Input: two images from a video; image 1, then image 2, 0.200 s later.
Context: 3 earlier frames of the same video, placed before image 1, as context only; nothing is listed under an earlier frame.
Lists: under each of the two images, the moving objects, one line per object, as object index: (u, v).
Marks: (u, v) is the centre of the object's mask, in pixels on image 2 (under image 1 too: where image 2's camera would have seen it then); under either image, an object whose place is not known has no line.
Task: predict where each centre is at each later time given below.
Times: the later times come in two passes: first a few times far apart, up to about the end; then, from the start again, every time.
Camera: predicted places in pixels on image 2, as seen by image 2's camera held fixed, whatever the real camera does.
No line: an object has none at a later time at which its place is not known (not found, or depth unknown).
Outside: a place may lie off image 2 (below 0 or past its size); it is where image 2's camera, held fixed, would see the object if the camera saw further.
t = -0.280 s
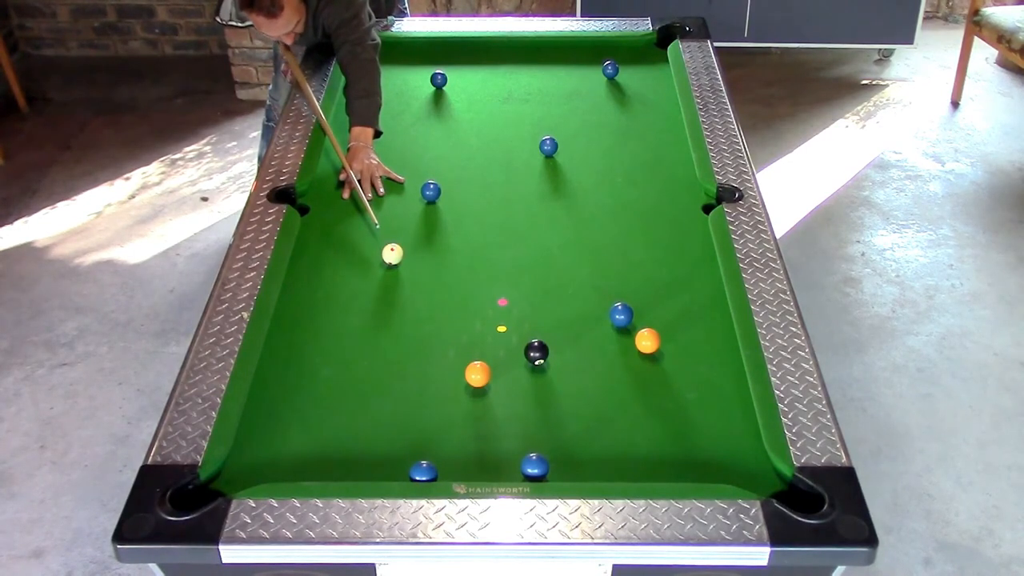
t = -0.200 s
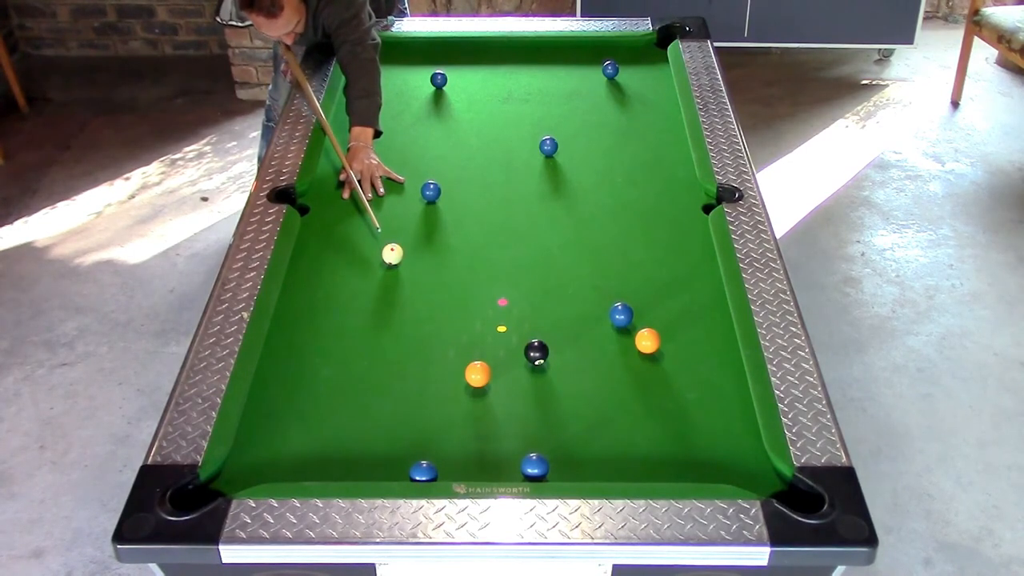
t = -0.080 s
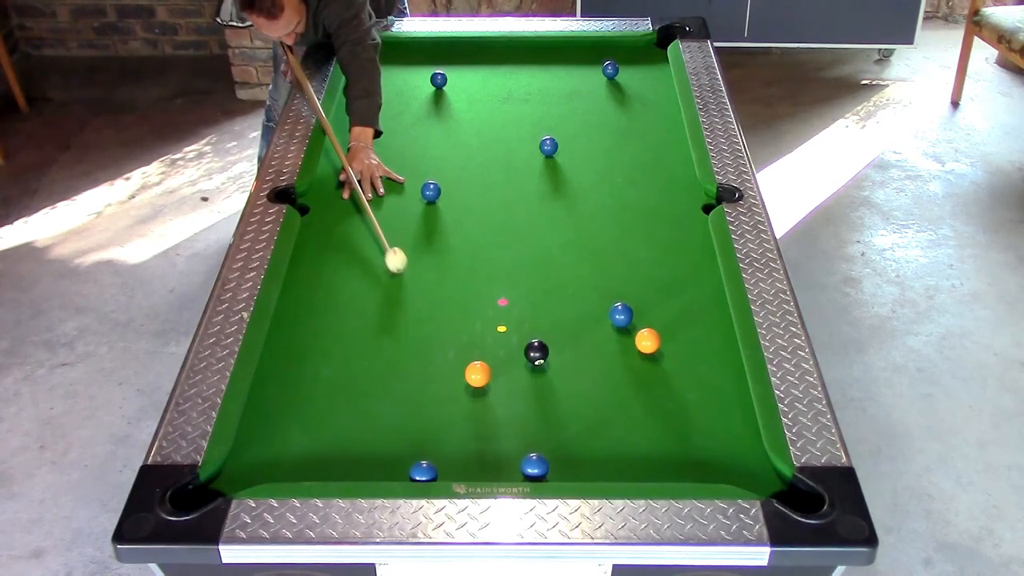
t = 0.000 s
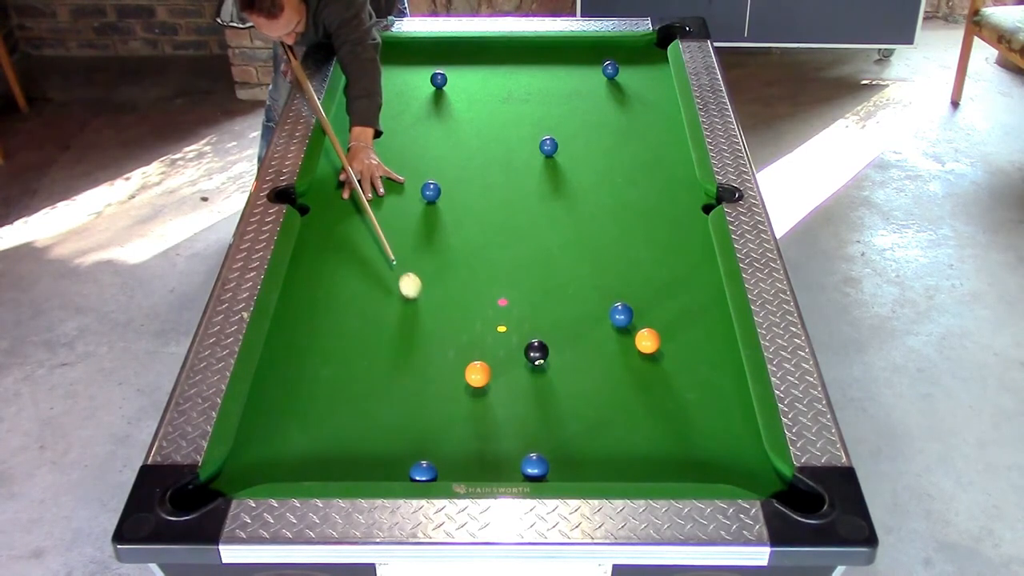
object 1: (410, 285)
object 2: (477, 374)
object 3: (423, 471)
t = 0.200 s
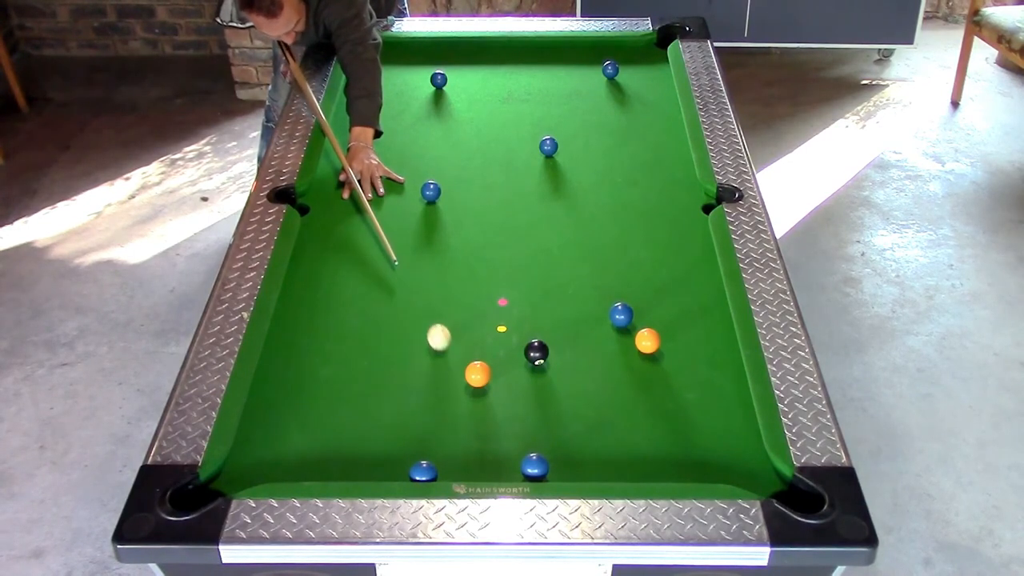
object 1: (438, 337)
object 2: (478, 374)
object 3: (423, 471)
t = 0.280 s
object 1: (450, 358)
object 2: (477, 374)
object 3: (423, 471)
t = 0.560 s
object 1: (430, 412)
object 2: (522, 391)
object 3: (423, 472)
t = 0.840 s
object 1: (401, 462)
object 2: (566, 409)
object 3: (424, 472)
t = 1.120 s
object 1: (362, 465)
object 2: (608, 426)
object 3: (431, 468)
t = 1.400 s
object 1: (334, 448)
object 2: (647, 441)
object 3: (437, 460)
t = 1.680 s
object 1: (309, 432)
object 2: (683, 454)
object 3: (440, 457)
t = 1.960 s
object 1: (289, 418)
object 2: (715, 464)
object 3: (442, 456)
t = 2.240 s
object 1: (272, 406)
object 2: (743, 473)
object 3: (441, 457)
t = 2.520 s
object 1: (259, 397)
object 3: (441, 457)
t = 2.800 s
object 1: (268, 393)
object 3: (441, 457)
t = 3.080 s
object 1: (272, 389)
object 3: (441, 457)
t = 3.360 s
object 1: (275, 389)
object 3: (441, 457)
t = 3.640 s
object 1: (275, 389)
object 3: (441, 457)
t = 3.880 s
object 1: (275, 389)
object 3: (441, 457)
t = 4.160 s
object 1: (275, 389)
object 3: (441, 457)
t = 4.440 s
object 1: (275, 389)
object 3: (441, 457)
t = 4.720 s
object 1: (275, 389)
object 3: (441, 457)
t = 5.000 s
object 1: (275, 389)
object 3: (441, 457)
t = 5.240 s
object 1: (275, 389)
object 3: (441, 457)
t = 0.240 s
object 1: (444, 348)
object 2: (478, 374)
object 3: (423, 471)
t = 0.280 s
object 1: (450, 358)
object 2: (477, 374)
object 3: (423, 471)
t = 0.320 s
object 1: (454, 368)
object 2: (479, 375)
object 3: (423, 471)
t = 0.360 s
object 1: (449, 375)
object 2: (488, 378)
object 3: (423, 471)
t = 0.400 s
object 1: (446, 382)
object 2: (495, 381)
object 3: (423, 472)
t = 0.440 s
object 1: (442, 389)
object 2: (501, 383)
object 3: (423, 472)
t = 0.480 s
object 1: (438, 397)
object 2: (508, 386)
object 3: (423, 472)
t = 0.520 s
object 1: (434, 404)
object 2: (515, 389)
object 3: (423, 472)
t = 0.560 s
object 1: (430, 412)
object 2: (522, 391)
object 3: (423, 472)
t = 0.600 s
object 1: (427, 419)
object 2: (528, 394)
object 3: (423, 472)
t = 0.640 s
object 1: (423, 427)
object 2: (535, 397)
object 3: (423, 472)
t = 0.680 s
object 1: (419, 434)
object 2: (541, 399)
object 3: (423, 472)
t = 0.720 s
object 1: (415, 442)
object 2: (548, 402)
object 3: (423, 472)
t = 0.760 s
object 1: (411, 449)
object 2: (554, 404)
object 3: (423, 472)
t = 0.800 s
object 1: (407, 456)
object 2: (560, 407)
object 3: (423, 472)
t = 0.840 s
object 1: (401, 462)
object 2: (566, 409)
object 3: (424, 472)
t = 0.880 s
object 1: (395, 466)
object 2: (572, 412)
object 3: (425, 472)
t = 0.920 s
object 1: (388, 469)
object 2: (579, 414)
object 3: (426, 471)
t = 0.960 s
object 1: (382, 472)
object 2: (585, 416)
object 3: (427, 470)
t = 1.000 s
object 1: (376, 471)
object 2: (591, 419)
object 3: (429, 469)
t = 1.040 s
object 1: (372, 469)
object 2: (597, 421)
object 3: (429, 469)
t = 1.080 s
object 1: (367, 468)
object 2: (603, 424)
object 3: (430, 468)
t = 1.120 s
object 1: (362, 465)
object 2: (608, 426)
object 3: (431, 468)
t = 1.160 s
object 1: (358, 463)
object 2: (614, 428)
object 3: (432, 467)
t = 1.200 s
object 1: (354, 460)
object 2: (620, 431)
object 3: (433, 466)
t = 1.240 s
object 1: (349, 458)
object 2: (625, 433)
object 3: (434, 466)
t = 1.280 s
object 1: (345, 455)
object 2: (631, 435)
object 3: (435, 463)
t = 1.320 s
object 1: (341, 453)
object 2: (636, 437)
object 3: (435, 462)
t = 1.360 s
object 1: (338, 450)
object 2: (641, 439)
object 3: (436, 461)
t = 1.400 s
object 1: (334, 448)
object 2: (647, 441)
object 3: (437, 460)
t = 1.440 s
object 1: (330, 446)
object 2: (652, 443)
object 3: (437, 460)
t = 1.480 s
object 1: (326, 443)
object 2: (658, 445)
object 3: (437, 459)
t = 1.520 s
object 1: (323, 441)
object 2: (663, 447)
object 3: (438, 458)
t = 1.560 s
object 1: (319, 438)
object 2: (668, 449)
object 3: (438, 458)
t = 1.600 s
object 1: (316, 436)
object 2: (673, 451)
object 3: (439, 457)
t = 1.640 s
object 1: (312, 434)
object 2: (678, 452)
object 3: (439, 457)
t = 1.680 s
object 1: (309, 432)
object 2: (683, 454)
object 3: (440, 457)
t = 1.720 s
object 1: (306, 430)
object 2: (688, 455)
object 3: (440, 456)
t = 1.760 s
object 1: (303, 428)
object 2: (693, 457)
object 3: (441, 456)
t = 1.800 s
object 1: (300, 425)
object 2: (697, 458)
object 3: (441, 456)
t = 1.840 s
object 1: (297, 424)
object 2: (702, 460)
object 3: (441, 456)
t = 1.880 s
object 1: (294, 421)
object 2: (707, 461)
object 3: (442, 456)
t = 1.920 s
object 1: (292, 420)
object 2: (711, 462)
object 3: (442, 456)
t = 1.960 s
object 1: (289, 418)
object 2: (715, 464)
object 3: (442, 456)
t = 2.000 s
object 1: (286, 416)
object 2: (719, 465)
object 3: (442, 456)
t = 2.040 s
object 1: (283, 414)
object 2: (724, 466)
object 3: (442, 456)
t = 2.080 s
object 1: (281, 412)
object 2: (728, 468)
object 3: (441, 457)
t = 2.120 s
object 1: (279, 411)
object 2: (732, 469)
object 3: (441, 457)
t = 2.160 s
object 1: (276, 409)
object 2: (736, 470)
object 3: (441, 457)
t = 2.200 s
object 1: (274, 408)
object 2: (739, 471)
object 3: (441, 457)
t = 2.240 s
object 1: (272, 406)
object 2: (743, 473)
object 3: (441, 457)
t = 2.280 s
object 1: (270, 405)
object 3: (441, 457)
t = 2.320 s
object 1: (268, 404)
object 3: (441, 457)
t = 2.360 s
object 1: (265, 402)
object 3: (441, 457)
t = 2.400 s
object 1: (263, 401)
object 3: (441, 457)
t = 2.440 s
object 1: (262, 399)
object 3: (441, 457)
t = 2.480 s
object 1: (260, 398)
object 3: (441, 457)
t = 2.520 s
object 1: (259, 397)
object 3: (441, 457)
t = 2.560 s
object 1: (261, 396)
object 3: (441, 457)
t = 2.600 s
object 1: (262, 396)
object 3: (441, 457)
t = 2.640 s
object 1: (263, 395)
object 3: (441, 457)
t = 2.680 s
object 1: (265, 394)
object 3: (441, 457)
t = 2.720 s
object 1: (266, 394)
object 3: (441, 457)
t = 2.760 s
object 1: (267, 393)
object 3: (441, 457)
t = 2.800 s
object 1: (268, 393)
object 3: (441, 457)
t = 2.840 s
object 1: (269, 392)
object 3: (441, 457)
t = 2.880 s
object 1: (269, 391)
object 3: (441, 457)
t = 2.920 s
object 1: (270, 391)
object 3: (441, 457)
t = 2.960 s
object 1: (271, 390)
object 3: (441, 457)
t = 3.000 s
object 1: (271, 390)
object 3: (441, 457)
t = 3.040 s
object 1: (272, 390)
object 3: (441, 457)
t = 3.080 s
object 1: (272, 389)
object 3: (441, 457)
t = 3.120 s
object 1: (273, 389)
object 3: (441, 457)
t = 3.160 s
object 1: (273, 389)
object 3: (441, 457)
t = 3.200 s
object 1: (274, 389)
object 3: (441, 457)
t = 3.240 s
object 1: (274, 389)
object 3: (441, 457)
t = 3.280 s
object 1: (275, 389)
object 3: (441, 457)
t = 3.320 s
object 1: (275, 389)
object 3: (441, 457)
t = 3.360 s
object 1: (275, 389)
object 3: (441, 457)
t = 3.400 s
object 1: (275, 389)
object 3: (441, 457)
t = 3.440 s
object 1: (275, 389)
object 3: (441, 457)
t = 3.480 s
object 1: (275, 389)
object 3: (441, 457)
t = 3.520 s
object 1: (275, 389)
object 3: (441, 457)
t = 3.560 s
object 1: (275, 389)
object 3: (441, 457)
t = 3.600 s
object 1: (275, 389)
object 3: (441, 457)
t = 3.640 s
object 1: (275, 389)
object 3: (441, 457)
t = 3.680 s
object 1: (275, 389)
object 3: (441, 457)
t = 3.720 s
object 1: (275, 389)
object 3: (441, 457)
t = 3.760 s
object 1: (275, 389)
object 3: (441, 457)
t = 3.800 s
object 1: (275, 389)
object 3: (441, 457)
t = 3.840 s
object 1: (275, 389)
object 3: (441, 457)
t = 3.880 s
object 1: (275, 389)
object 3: (441, 457)
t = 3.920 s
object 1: (275, 389)
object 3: (441, 457)
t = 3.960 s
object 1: (275, 389)
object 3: (441, 457)
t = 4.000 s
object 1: (275, 389)
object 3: (441, 457)
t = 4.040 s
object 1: (275, 389)
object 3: (441, 457)
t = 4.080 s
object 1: (275, 389)
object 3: (441, 457)
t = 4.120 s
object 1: (275, 389)
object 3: (441, 457)
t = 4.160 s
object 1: (275, 389)
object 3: (441, 457)
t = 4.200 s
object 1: (275, 389)
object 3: (441, 457)
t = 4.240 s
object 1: (275, 389)
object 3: (441, 457)
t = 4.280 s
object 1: (275, 389)
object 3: (441, 457)
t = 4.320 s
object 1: (275, 389)
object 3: (441, 457)
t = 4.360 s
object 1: (275, 389)
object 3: (441, 457)
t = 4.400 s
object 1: (275, 389)
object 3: (441, 457)
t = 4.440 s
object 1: (275, 389)
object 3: (441, 457)
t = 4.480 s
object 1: (275, 389)
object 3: (441, 457)
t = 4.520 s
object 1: (275, 389)
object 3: (441, 457)
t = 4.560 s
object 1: (275, 389)
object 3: (441, 457)
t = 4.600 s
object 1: (275, 389)
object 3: (441, 457)
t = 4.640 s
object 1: (275, 389)
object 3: (441, 457)
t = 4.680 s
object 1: (275, 389)
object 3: (441, 457)
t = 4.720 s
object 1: (275, 389)
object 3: (441, 457)
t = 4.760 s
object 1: (275, 389)
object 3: (441, 457)
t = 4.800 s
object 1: (275, 389)
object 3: (441, 457)
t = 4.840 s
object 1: (275, 389)
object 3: (441, 457)
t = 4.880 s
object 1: (275, 389)
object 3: (441, 457)
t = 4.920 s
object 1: (275, 389)
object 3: (441, 457)
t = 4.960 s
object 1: (275, 389)
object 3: (441, 457)
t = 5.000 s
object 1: (275, 389)
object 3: (441, 457)
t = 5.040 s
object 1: (275, 389)
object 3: (441, 457)
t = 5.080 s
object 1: (275, 389)
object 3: (441, 457)
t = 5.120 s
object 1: (275, 389)
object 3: (441, 457)
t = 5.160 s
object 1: (275, 389)
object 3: (441, 457)
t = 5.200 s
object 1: (275, 389)
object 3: (441, 457)
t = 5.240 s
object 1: (275, 389)
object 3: (441, 457)
